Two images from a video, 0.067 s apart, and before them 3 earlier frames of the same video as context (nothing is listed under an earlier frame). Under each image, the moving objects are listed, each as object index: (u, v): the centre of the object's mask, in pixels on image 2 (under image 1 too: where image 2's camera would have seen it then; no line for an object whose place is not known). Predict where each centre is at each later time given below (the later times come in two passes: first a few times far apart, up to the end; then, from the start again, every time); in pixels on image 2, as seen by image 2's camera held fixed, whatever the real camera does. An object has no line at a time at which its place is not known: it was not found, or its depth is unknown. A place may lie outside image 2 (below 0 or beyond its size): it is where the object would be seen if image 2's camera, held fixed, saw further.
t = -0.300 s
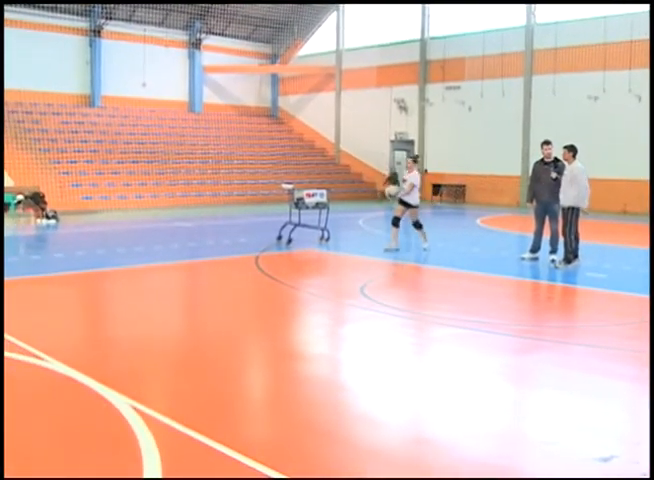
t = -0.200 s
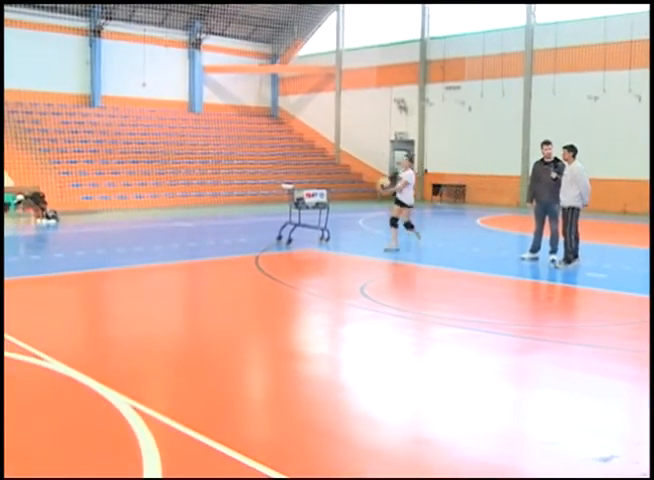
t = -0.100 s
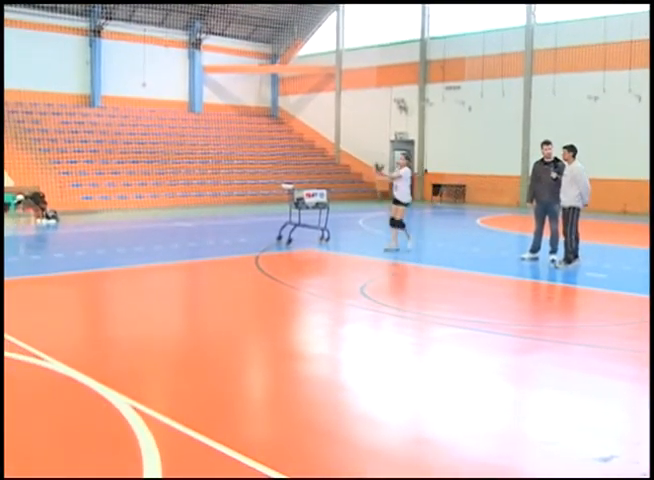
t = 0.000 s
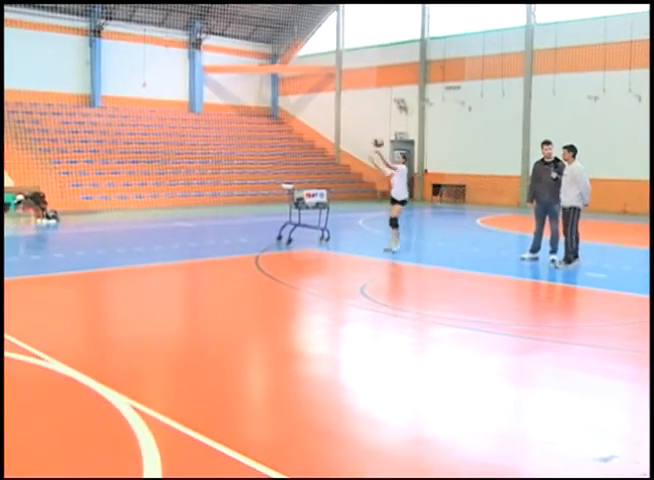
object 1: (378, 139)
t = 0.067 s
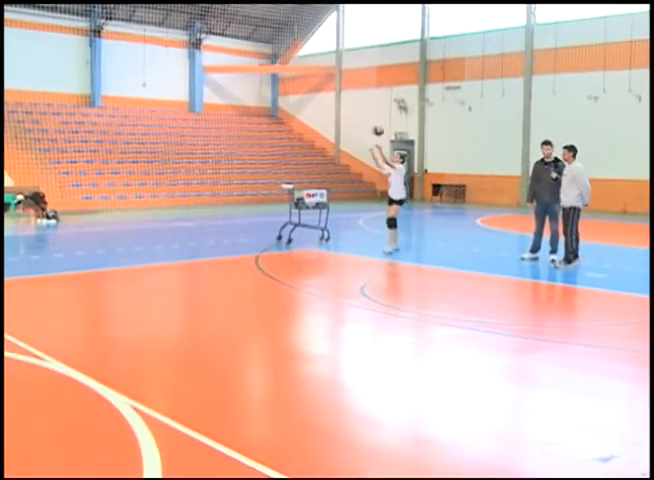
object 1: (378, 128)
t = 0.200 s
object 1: (379, 111)
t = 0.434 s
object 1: (378, 110)
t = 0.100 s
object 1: (378, 122)
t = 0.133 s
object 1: (378, 119)
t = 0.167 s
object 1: (378, 115)
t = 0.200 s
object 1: (379, 111)
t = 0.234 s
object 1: (379, 108)
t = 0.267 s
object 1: (379, 107)
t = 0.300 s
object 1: (379, 106)
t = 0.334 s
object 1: (379, 107)
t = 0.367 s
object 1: (379, 107)
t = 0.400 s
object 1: (379, 108)
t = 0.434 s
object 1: (378, 110)
